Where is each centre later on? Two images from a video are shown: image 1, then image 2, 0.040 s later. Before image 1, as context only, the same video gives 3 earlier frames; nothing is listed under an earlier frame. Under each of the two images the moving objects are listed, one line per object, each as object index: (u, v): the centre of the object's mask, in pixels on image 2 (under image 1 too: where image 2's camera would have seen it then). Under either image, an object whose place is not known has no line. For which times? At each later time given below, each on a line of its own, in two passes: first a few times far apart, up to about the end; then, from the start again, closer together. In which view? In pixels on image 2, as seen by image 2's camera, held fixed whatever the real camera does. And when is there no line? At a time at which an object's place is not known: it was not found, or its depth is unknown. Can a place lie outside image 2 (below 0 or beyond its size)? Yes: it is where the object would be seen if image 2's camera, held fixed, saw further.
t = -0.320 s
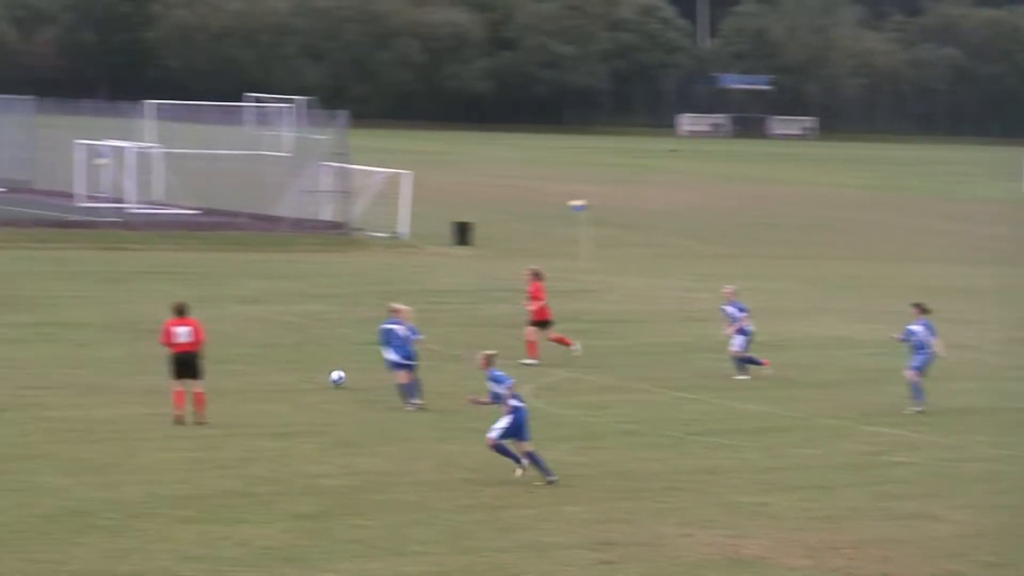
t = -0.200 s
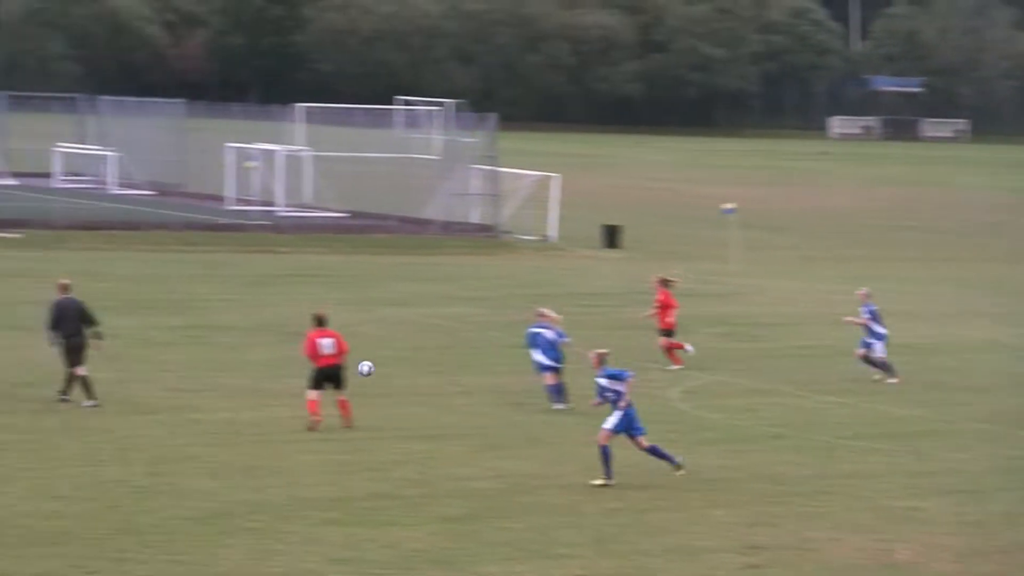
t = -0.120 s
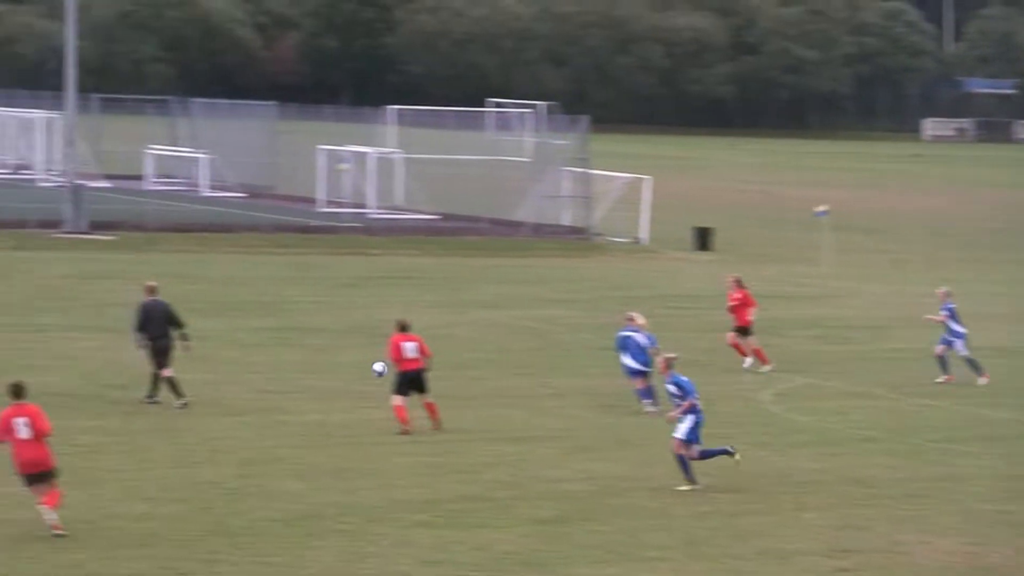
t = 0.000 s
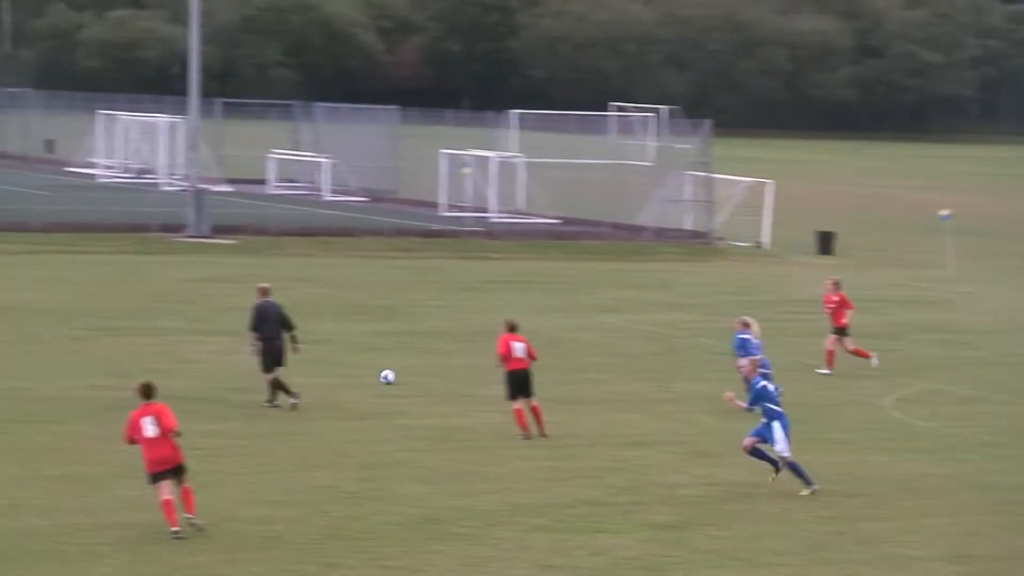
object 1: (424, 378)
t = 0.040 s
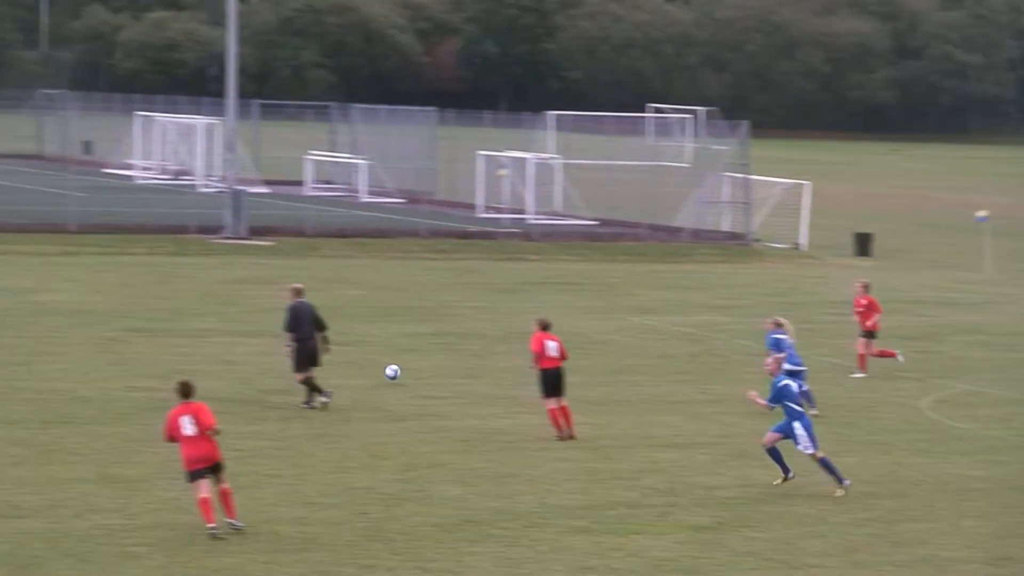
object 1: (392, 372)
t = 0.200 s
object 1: (266, 358)
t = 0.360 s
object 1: (144, 366)
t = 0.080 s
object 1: (360, 366)
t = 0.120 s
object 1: (329, 363)
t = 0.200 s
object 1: (266, 358)
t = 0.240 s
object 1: (235, 358)
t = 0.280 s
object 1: (205, 360)
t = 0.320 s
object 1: (175, 362)
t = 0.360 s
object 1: (144, 366)
